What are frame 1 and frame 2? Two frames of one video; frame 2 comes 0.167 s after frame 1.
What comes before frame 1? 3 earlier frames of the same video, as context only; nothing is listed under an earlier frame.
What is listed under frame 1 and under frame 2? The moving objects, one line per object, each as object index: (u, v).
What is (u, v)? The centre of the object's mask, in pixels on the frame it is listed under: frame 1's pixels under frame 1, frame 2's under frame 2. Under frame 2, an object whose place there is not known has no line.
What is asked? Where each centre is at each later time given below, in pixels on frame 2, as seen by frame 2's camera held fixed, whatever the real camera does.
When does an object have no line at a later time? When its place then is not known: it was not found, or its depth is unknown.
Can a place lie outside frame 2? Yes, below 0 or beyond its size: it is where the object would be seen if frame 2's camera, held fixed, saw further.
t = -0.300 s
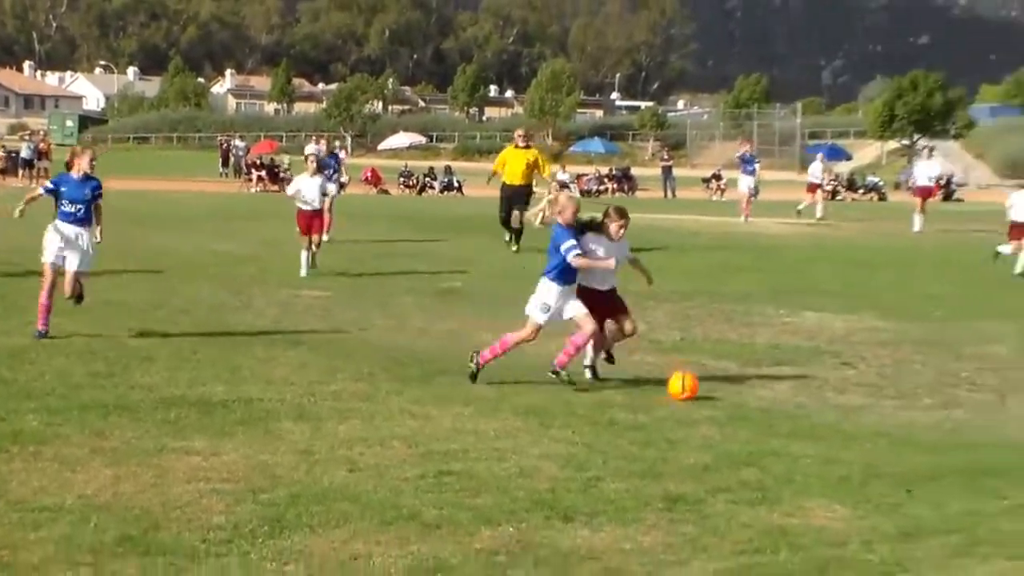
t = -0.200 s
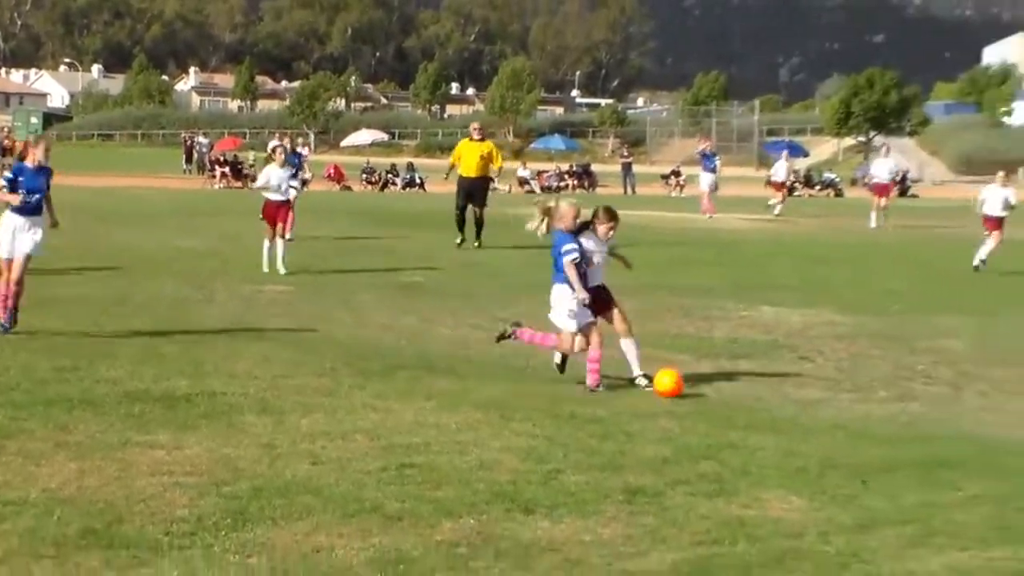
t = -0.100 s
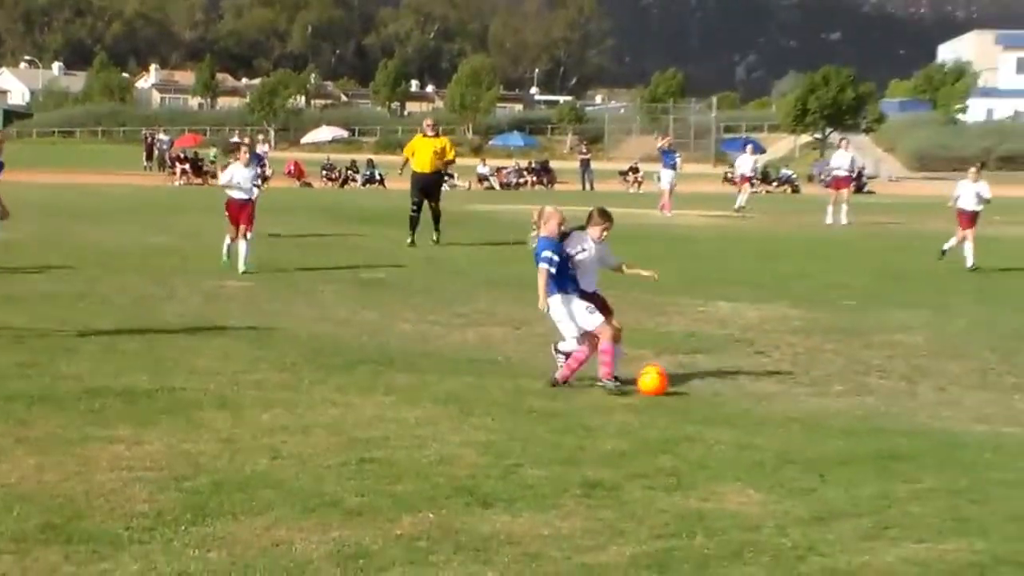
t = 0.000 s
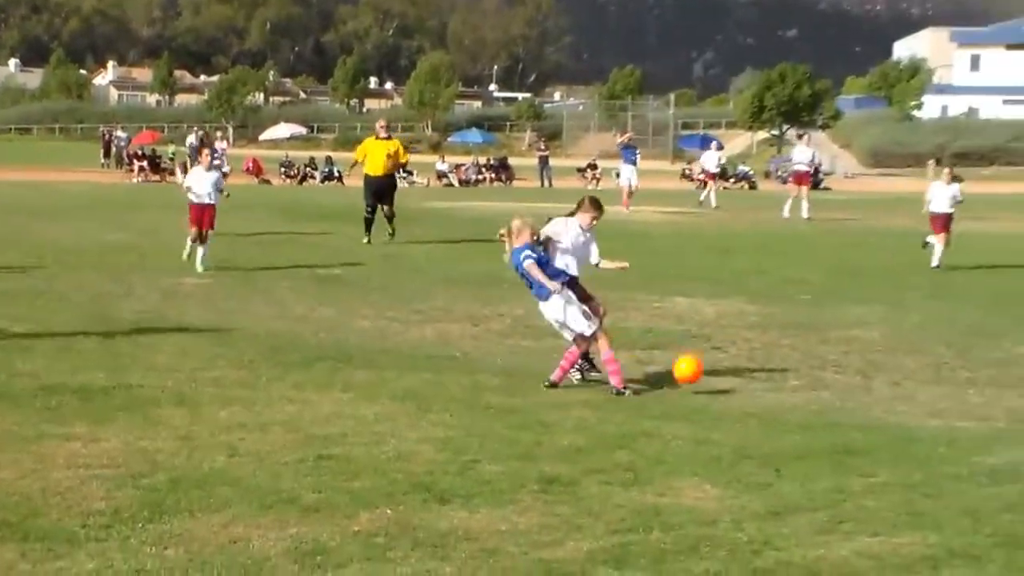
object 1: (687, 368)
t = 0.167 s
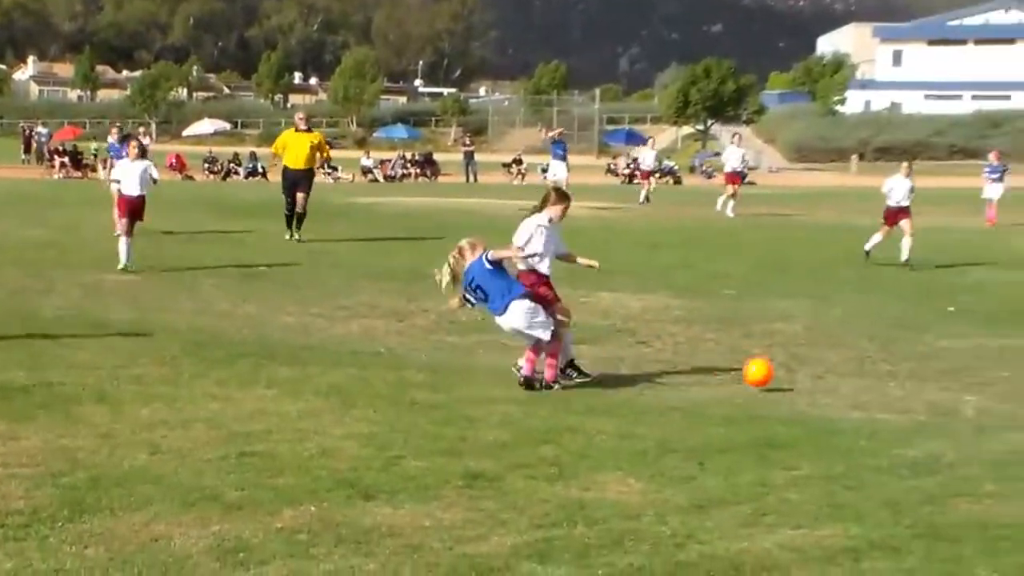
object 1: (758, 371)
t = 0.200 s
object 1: (785, 376)
